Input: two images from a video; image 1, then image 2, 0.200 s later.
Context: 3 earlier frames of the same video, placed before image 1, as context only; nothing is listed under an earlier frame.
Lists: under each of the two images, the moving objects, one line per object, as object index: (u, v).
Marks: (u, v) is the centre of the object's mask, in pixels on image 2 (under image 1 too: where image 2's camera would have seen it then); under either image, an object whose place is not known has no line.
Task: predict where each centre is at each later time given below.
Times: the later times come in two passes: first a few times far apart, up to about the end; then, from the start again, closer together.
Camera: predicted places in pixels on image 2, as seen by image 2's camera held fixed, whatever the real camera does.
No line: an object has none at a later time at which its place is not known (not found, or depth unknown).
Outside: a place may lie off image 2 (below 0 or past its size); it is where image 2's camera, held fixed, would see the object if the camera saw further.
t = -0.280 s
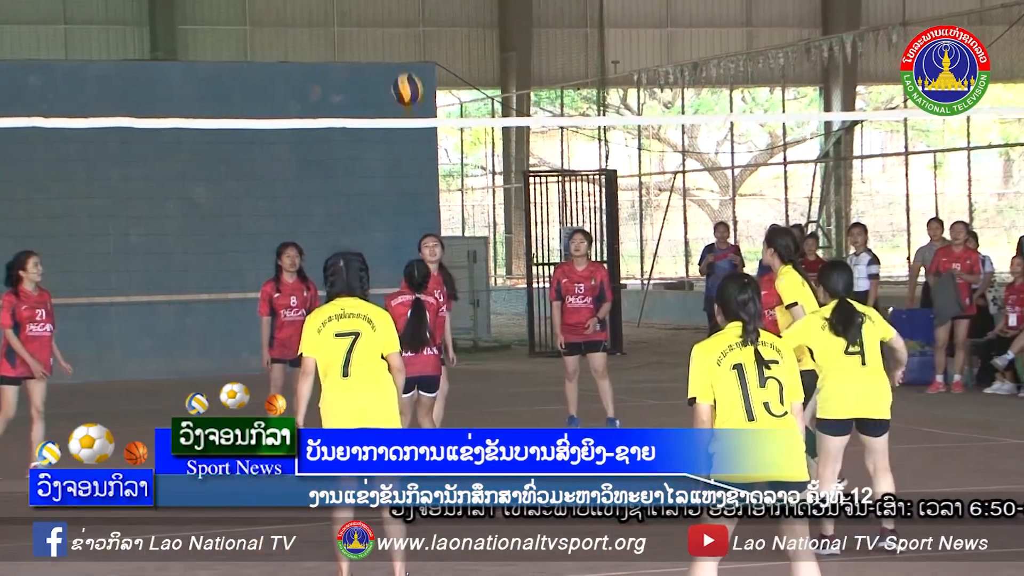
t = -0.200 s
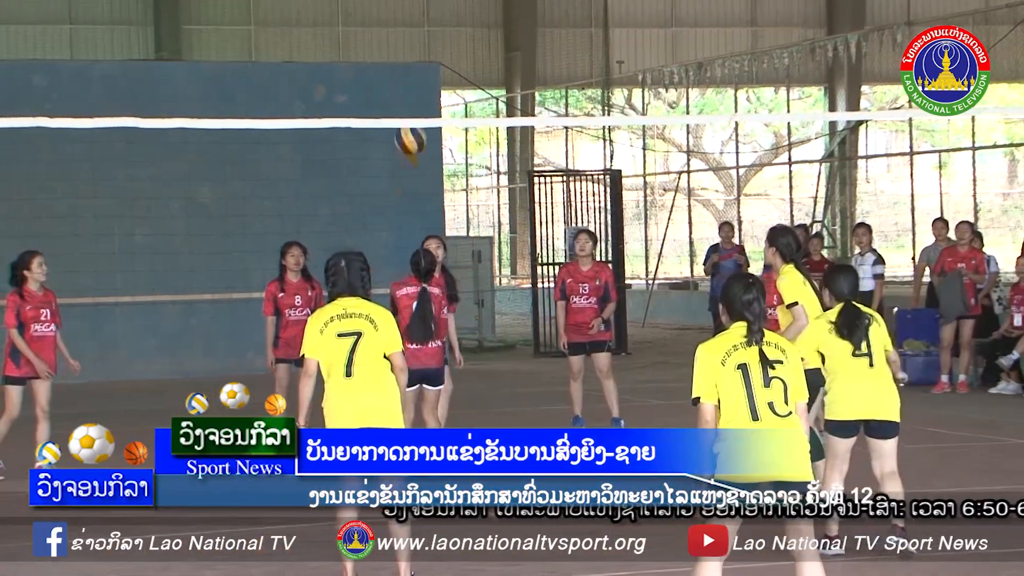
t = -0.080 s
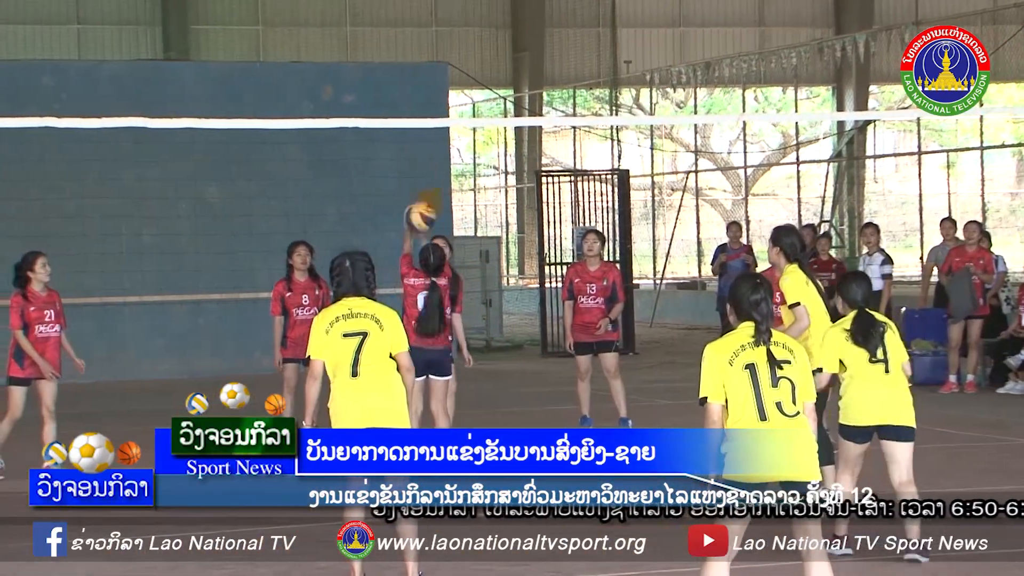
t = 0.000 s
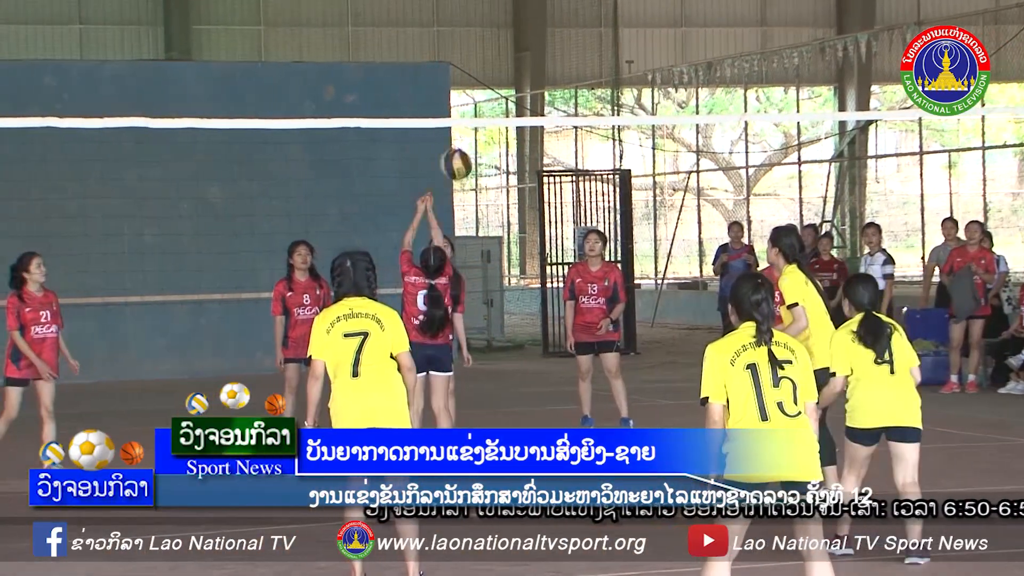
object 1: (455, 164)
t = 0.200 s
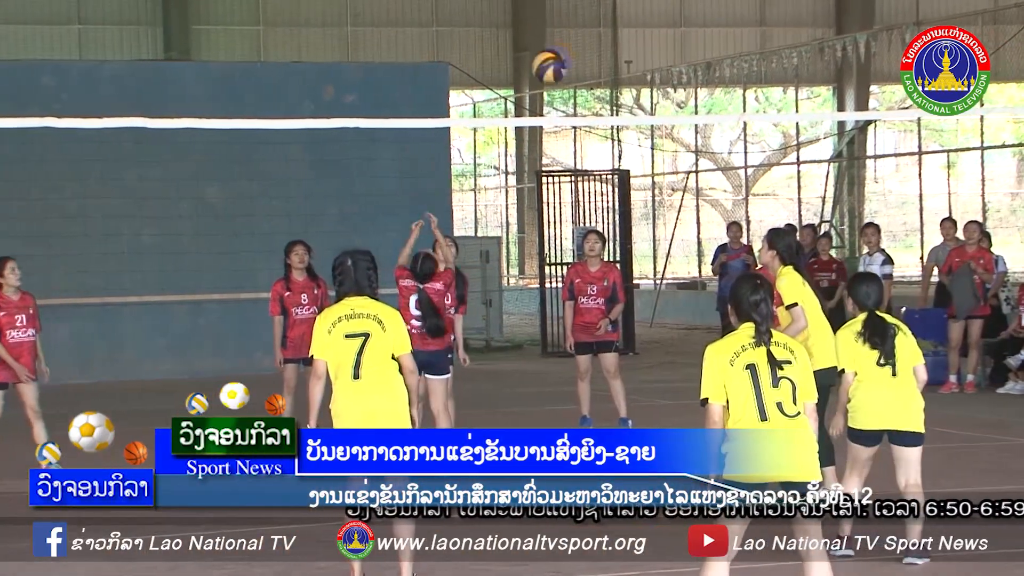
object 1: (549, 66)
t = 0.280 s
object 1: (591, 43)
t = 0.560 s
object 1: (755, 50)
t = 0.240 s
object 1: (570, 53)
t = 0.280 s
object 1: (591, 43)
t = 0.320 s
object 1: (612, 34)
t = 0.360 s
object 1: (635, 30)
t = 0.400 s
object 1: (658, 28)
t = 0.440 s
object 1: (683, 29)
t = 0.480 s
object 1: (707, 33)
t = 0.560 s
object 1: (755, 50)
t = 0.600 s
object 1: (780, 64)
